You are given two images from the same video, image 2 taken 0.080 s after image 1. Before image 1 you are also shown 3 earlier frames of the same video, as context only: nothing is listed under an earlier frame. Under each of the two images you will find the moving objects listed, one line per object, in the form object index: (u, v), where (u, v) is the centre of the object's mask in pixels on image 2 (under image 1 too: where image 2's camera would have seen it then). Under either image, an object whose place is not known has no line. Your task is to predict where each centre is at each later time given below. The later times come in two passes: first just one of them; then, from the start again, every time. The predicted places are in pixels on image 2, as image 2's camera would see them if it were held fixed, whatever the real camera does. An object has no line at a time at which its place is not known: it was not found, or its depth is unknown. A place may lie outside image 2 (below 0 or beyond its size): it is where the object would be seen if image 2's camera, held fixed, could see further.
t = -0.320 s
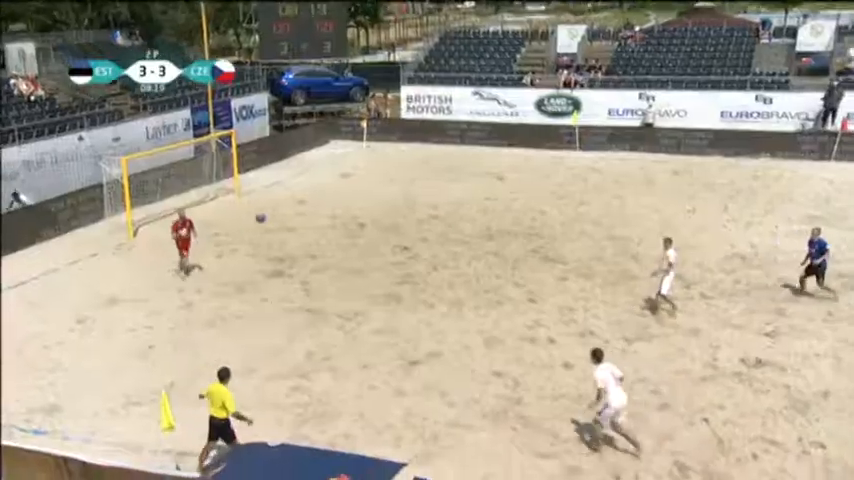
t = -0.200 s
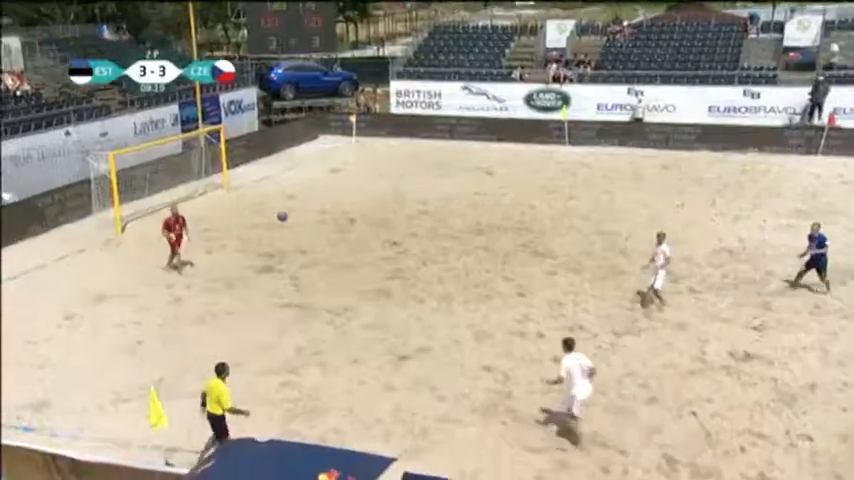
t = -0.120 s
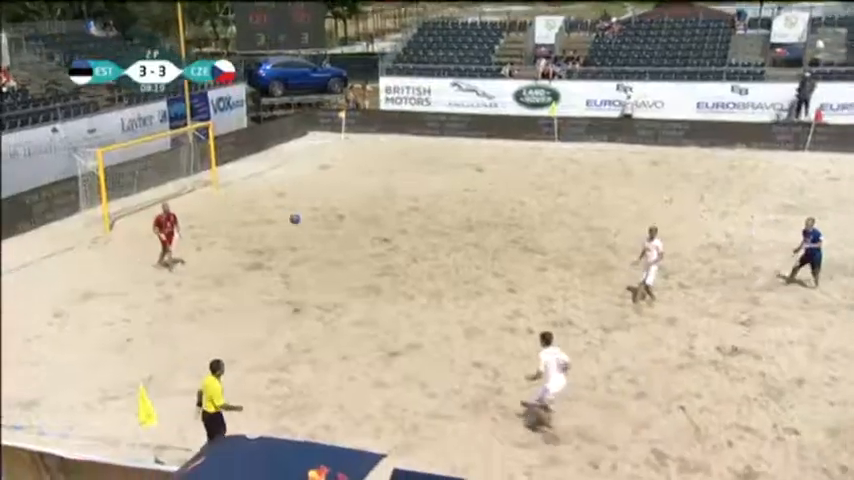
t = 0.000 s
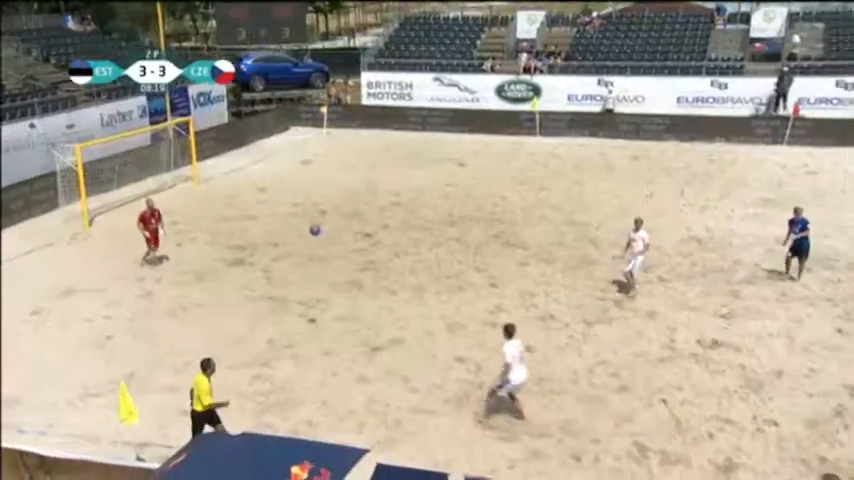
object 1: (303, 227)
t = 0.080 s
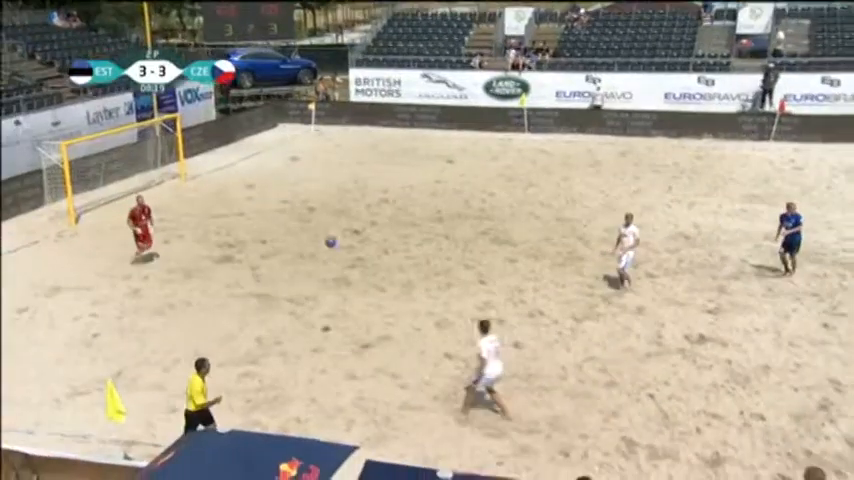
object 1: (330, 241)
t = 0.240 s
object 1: (388, 285)
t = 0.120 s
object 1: (344, 251)
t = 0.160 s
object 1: (359, 261)
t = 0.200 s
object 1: (374, 273)
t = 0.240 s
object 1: (388, 285)
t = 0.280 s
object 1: (404, 298)
